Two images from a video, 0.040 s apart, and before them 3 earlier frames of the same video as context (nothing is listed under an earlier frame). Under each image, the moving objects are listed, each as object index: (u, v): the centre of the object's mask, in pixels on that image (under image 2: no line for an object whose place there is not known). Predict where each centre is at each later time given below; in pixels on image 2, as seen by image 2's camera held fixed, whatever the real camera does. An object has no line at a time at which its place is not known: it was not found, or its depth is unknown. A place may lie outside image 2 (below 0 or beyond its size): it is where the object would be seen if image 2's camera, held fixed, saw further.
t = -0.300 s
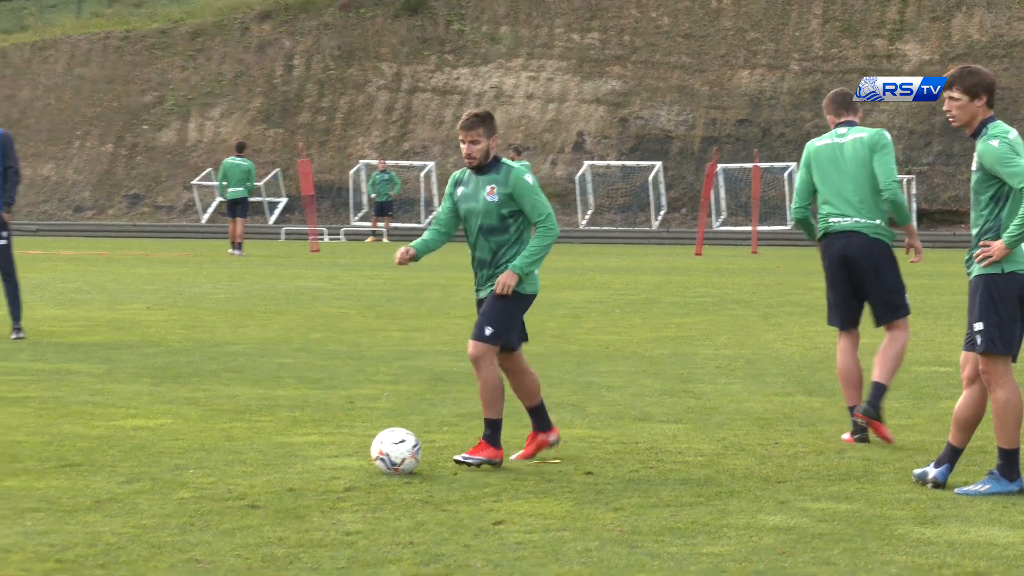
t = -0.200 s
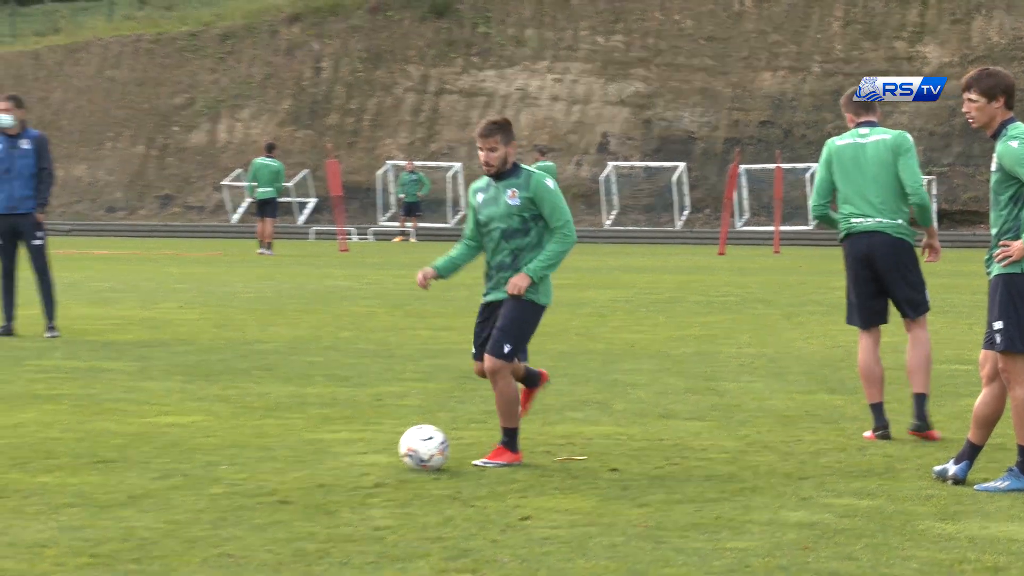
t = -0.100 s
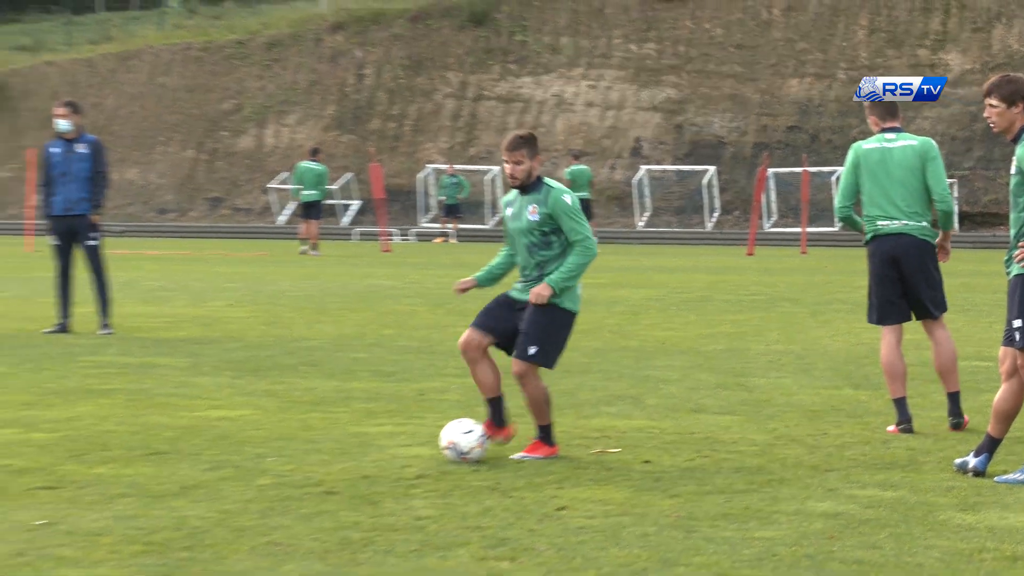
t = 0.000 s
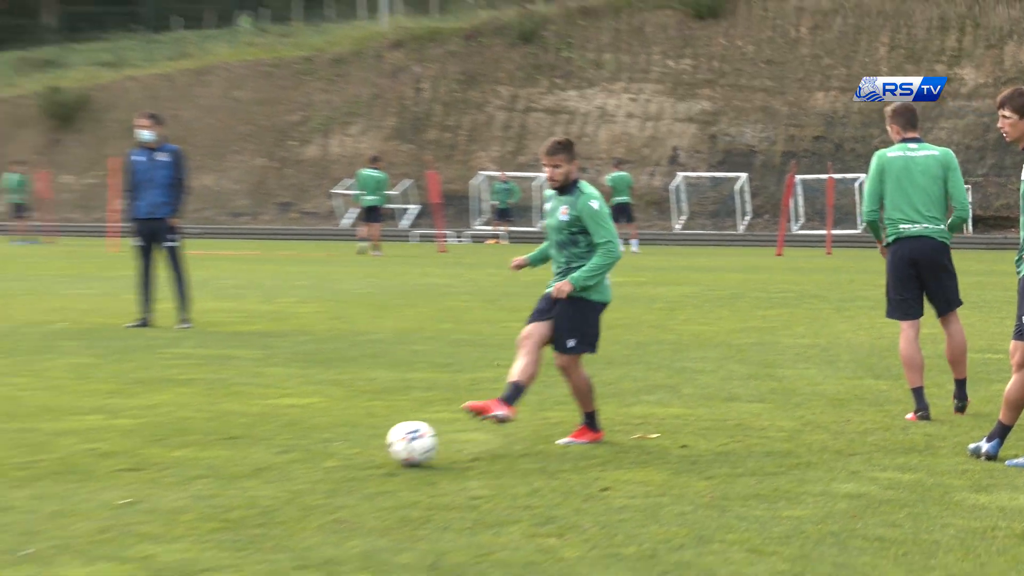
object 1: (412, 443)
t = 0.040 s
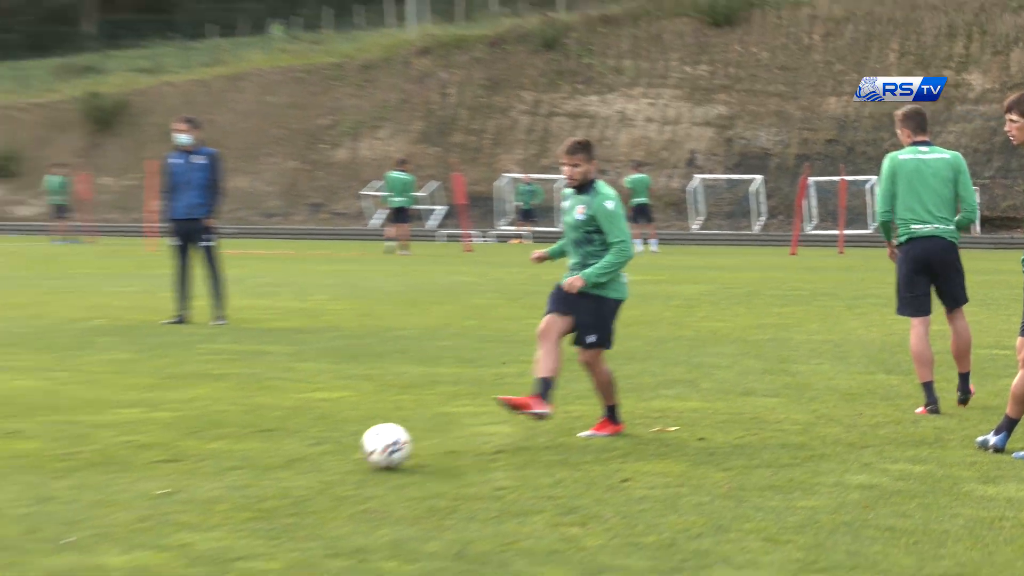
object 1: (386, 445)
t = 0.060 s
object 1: (358, 451)
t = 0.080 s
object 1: (329, 458)
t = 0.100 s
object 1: (298, 465)
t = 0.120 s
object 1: (269, 469)
